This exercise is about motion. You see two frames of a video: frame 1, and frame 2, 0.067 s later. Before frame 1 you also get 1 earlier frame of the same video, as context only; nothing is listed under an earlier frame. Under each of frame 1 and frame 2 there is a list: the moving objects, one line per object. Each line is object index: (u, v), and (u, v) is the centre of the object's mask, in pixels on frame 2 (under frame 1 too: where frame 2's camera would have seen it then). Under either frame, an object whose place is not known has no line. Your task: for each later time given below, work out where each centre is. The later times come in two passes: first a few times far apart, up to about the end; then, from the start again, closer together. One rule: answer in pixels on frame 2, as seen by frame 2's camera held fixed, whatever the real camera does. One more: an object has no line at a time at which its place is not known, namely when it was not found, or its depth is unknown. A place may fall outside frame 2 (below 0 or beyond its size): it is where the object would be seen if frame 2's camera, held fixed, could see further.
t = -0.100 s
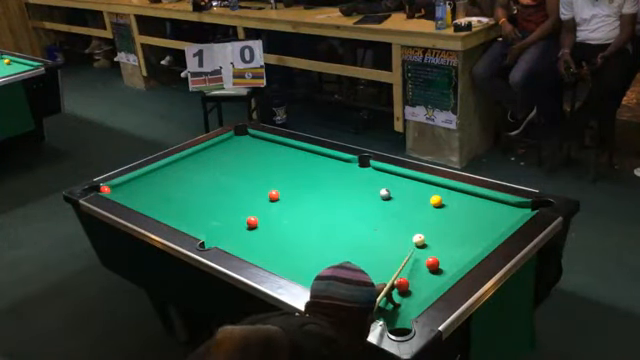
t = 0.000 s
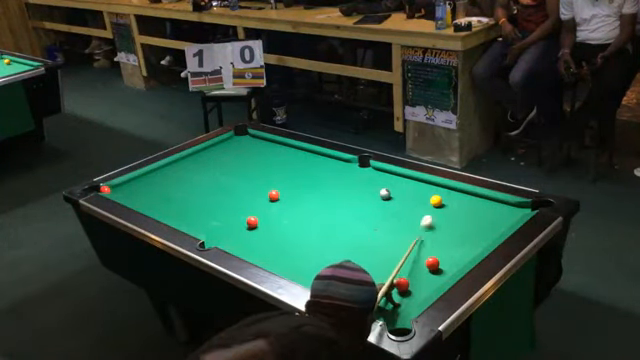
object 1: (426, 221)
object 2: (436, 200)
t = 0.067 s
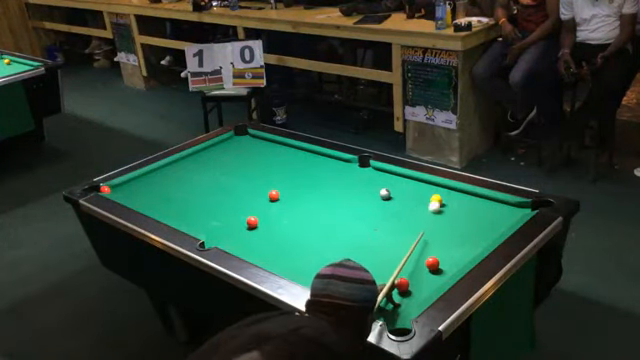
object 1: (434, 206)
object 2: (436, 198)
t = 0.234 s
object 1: (439, 209)
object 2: (421, 192)
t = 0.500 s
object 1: (447, 215)
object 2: (363, 211)
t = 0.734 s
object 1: (453, 219)
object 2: (310, 228)
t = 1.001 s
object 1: (459, 224)
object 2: (247, 248)
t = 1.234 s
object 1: (464, 227)
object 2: (264, 233)
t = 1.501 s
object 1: (470, 231)
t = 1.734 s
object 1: (473, 234)
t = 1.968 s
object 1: (476, 235)
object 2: (312, 189)
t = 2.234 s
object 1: (479, 237)
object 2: (325, 177)
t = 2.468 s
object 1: (480, 239)
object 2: (335, 167)
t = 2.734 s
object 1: (480, 239)
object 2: (338, 163)
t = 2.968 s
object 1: (480, 239)
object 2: (329, 169)
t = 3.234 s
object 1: (480, 239)
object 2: (318, 175)
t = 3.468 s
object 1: (480, 240)
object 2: (309, 181)
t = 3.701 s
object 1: (480, 239)
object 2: (301, 186)
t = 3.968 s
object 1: (480, 239)
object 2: (291, 192)
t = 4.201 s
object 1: (480, 239)
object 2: (283, 196)
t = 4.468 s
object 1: (480, 240)
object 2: (277, 202)
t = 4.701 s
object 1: (480, 239)
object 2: (272, 206)
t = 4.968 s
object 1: (480, 240)
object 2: (267, 211)
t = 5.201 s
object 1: (479, 240)
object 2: (263, 214)
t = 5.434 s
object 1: (480, 240)
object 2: (260, 217)
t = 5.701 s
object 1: (480, 240)
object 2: (260, 217)
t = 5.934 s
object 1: (479, 240)
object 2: (260, 218)
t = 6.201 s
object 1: (480, 240)
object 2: (260, 217)
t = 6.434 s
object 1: (480, 240)
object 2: (260, 217)
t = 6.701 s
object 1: (480, 240)
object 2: (260, 217)
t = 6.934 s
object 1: (480, 239)
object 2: (260, 217)
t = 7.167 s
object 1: (480, 239)
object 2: (260, 217)
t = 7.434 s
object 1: (480, 240)
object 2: (260, 217)
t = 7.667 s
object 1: (480, 240)
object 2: (260, 217)
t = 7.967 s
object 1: (480, 240)
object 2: (260, 217)
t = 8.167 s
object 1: (480, 240)
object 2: (260, 217)
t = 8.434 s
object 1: (480, 240)
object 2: (260, 217)
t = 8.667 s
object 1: (480, 240)
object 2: (260, 217)
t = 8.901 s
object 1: (480, 240)
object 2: (260, 217)
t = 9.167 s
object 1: (480, 240)
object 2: (260, 217)
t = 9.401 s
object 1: (480, 240)
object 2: (260, 217)
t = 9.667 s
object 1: (480, 240)
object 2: (260, 217)
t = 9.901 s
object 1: (480, 240)
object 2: (260, 217)
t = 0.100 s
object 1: (435, 207)
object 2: (438, 194)
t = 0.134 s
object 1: (436, 207)
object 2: (439, 188)
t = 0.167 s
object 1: (437, 208)
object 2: (436, 187)
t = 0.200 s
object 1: (438, 208)
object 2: (427, 189)
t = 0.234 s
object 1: (439, 209)
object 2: (421, 192)
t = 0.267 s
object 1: (440, 210)
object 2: (413, 194)
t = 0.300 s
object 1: (441, 211)
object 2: (406, 196)
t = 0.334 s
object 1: (442, 211)
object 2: (399, 199)
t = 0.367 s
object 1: (443, 212)
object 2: (392, 201)
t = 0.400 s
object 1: (444, 213)
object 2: (385, 203)
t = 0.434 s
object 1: (445, 213)
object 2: (378, 206)
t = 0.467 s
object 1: (446, 214)
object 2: (370, 209)
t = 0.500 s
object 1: (447, 215)
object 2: (363, 211)
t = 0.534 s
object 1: (448, 215)
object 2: (355, 214)
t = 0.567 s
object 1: (448, 216)
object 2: (348, 216)
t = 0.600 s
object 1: (449, 217)
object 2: (340, 218)
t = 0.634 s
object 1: (450, 217)
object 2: (333, 221)
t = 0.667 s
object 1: (451, 218)
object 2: (326, 224)
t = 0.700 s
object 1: (452, 219)
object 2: (318, 226)
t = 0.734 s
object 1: (453, 219)
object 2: (310, 228)
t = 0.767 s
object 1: (454, 219)
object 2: (302, 231)
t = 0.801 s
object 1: (454, 220)
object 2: (294, 233)
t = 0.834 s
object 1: (455, 221)
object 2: (286, 236)
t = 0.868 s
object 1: (456, 222)
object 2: (279, 239)
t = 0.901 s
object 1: (457, 222)
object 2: (271, 242)
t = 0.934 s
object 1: (458, 223)
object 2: (262, 244)
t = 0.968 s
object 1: (459, 223)
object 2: (255, 247)
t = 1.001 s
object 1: (459, 224)
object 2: (247, 248)
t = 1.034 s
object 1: (460, 224)
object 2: (248, 247)
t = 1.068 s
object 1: (461, 225)
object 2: (251, 245)
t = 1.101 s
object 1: (462, 225)
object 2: (254, 242)
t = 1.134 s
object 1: (462, 226)
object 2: (257, 240)
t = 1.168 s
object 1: (463, 226)
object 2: (259, 237)
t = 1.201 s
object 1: (464, 227)
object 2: (262, 235)
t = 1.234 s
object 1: (464, 227)
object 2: (264, 233)
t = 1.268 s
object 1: (465, 228)
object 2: (267, 230)
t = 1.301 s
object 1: (466, 228)
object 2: (269, 228)
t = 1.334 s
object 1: (466, 229)
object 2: (271, 225)
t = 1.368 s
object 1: (467, 229)
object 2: (273, 222)
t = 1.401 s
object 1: (468, 230)
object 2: (274, 219)
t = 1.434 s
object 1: (468, 230)
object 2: (275, 216)
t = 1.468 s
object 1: (469, 230)
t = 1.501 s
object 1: (470, 231)
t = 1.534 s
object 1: (470, 231)
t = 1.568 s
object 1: (470, 232)
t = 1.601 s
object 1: (471, 232)
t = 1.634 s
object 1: (472, 232)
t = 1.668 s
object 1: (472, 233)
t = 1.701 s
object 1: (473, 233)
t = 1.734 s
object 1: (473, 234)
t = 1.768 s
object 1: (474, 234)
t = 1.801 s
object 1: (474, 234)
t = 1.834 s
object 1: (475, 234)
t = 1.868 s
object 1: (475, 235)
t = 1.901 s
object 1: (476, 235)
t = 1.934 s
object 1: (476, 235)
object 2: (312, 190)
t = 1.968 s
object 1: (476, 235)
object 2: (312, 189)
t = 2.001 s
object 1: (477, 236)
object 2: (313, 188)
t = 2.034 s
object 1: (477, 236)
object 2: (315, 186)
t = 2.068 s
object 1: (477, 236)
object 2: (316, 185)
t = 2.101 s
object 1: (478, 236)
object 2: (318, 183)
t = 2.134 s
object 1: (478, 237)
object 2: (320, 181)
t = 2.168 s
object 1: (478, 237)
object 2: (321, 180)
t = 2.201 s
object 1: (479, 237)
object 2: (323, 179)
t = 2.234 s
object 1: (479, 237)
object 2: (325, 177)
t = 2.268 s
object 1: (479, 238)
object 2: (326, 176)
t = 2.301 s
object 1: (479, 238)
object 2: (327, 174)
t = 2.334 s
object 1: (479, 238)
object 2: (329, 173)
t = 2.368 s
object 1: (479, 238)
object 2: (331, 171)
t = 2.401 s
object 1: (479, 239)
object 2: (332, 170)
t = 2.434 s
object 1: (479, 239)
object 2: (334, 169)
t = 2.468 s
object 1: (480, 239)
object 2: (335, 167)
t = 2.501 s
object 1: (480, 239)
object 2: (337, 166)
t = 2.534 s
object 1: (480, 239)
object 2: (338, 165)
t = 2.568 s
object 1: (480, 239)
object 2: (340, 163)
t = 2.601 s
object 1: (480, 239)
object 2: (341, 162)
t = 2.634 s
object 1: (480, 239)
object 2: (342, 161)
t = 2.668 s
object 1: (480, 239)
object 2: (341, 162)
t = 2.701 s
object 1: (480, 239)
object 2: (340, 162)
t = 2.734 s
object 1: (480, 239)
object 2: (338, 163)
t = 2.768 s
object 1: (480, 239)
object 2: (337, 164)
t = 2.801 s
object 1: (480, 240)
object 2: (336, 165)
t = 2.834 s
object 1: (480, 239)
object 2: (334, 165)
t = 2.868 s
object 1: (480, 239)
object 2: (333, 166)
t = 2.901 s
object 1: (480, 239)
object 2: (332, 167)
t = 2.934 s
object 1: (480, 239)
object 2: (330, 168)
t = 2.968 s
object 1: (480, 239)
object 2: (329, 169)
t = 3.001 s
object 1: (480, 239)
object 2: (328, 170)
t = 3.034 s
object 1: (480, 239)
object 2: (326, 170)
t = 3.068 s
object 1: (480, 239)
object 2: (325, 171)
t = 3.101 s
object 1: (480, 240)
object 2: (324, 172)
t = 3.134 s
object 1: (480, 239)
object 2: (322, 173)
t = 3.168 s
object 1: (480, 239)
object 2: (321, 174)
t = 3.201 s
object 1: (480, 239)
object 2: (320, 174)
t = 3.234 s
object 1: (480, 239)
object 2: (318, 175)
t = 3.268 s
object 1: (480, 240)
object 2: (317, 176)
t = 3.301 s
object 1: (480, 239)
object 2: (316, 177)
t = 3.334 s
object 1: (480, 240)
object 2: (314, 178)
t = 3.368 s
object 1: (480, 239)
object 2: (313, 178)
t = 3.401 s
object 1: (480, 239)
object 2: (312, 179)
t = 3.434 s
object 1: (480, 239)
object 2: (310, 180)
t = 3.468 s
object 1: (480, 240)
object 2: (309, 181)
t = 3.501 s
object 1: (480, 240)
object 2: (308, 182)
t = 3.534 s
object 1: (480, 240)
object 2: (306, 182)
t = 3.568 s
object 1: (480, 240)
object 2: (305, 183)
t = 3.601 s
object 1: (480, 240)
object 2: (304, 183)
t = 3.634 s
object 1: (480, 239)
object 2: (303, 185)
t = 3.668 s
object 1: (480, 239)
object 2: (302, 185)
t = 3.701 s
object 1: (480, 239)
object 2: (301, 186)
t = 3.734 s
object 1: (480, 239)
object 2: (299, 186)
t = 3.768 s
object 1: (480, 239)
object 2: (298, 187)
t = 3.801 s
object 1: (480, 240)
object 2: (297, 188)
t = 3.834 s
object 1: (480, 239)
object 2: (296, 189)
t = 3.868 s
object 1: (480, 240)
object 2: (295, 190)
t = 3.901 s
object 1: (480, 240)
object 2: (293, 190)
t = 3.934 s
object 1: (480, 239)
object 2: (292, 191)
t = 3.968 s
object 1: (480, 239)
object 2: (291, 192)
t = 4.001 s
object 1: (480, 240)
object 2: (290, 192)
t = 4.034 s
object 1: (479, 240)
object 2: (289, 193)
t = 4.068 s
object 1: (480, 240)
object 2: (287, 194)
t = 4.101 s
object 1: (480, 240)
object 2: (286, 194)
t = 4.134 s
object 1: (480, 240)
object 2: (285, 195)
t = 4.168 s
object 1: (480, 240)
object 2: (284, 195)
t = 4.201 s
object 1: (480, 239)
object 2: (283, 196)
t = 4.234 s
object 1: (480, 239)
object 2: (282, 197)
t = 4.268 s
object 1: (480, 240)
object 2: (281, 198)
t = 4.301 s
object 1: (480, 240)
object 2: (281, 199)
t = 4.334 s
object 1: (480, 240)
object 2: (280, 199)
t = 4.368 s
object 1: (480, 240)
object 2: (279, 200)
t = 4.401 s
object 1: (480, 239)
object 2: (279, 200)
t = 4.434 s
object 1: (480, 240)
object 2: (278, 201)
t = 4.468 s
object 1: (480, 240)
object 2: (277, 202)
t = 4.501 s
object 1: (480, 240)
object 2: (277, 202)
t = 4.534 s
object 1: (480, 239)
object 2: (276, 203)
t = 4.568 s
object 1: (480, 240)
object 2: (275, 204)
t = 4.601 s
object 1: (480, 240)
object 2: (274, 204)
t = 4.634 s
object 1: (480, 239)
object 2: (274, 205)
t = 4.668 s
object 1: (480, 240)
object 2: (273, 206)
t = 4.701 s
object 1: (480, 239)
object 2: (272, 206)
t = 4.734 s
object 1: (480, 240)
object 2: (272, 207)
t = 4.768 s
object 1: (480, 240)
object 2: (271, 207)
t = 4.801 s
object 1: (479, 240)
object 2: (270, 208)
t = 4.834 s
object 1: (479, 240)
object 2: (270, 208)
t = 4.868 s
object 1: (479, 240)
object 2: (269, 209)
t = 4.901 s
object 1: (479, 240)
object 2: (268, 209)
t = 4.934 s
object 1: (479, 240)
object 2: (268, 210)
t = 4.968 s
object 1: (480, 240)
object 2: (267, 211)
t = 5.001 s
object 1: (480, 240)
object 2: (266, 211)
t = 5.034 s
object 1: (480, 239)
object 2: (266, 212)
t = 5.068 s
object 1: (480, 239)
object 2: (266, 212)
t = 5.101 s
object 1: (480, 240)
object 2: (265, 213)
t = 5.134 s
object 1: (480, 240)
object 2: (264, 213)
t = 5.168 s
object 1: (480, 240)
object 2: (263, 214)
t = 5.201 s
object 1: (479, 240)
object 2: (263, 214)
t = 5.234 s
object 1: (480, 240)
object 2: (262, 215)
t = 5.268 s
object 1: (480, 240)
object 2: (262, 215)
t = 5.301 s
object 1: (479, 240)
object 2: (262, 216)
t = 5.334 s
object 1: (479, 240)
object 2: (261, 216)
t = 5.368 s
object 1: (479, 240)
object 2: (261, 216)
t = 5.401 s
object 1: (480, 240)
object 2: (260, 216)
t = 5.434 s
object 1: (480, 240)
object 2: (260, 217)
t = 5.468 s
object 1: (480, 240)
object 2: (260, 217)
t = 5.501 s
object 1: (480, 240)
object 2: (260, 217)
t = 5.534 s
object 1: (480, 240)
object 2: (260, 217)
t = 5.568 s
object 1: (479, 240)
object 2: (260, 217)
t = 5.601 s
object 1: (479, 240)
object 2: (260, 217)
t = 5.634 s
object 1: (479, 240)
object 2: (259, 217)
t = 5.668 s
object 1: (479, 240)
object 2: (259, 217)
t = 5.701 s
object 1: (480, 240)
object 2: (260, 217)
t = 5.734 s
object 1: (480, 240)
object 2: (260, 217)
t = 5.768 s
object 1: (480, 240)
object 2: (259, 217)
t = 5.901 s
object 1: (479, 240)
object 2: (260, 218)
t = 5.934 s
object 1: (479, 240)
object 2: (260, 218)
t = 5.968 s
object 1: (479, 240)
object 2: (260, 218)
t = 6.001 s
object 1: (480, 240)
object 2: (260, 218)
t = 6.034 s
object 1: (479, 240)
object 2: (260, 218)
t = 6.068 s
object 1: (479, 240)
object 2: (260, 218)
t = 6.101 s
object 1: (480, 240)
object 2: (260, 218)
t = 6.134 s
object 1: (480, 240)
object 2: (260, 217)
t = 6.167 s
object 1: (480, 240)
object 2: (260, 217)
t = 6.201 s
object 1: (480, 240)
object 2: (260, 217)
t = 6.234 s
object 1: (480, 240)
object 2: (260, 217)
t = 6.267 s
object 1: (480, 240)
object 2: (260, 217)
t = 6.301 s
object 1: (480, 240)
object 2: (260, 217)
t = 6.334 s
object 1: (480, 240)
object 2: (260, 217)
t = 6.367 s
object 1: (480, 240)
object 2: (260, 217)
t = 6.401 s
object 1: (480, 240)
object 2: (260, 217)
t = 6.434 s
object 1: (480, 240)
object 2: (260, 217)
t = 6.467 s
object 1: (480, 240)
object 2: (260, 217)
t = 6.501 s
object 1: (480, 240)
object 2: (260, 217)
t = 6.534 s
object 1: (480, 240)
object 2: (260, 217)
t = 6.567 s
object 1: (480, 240)
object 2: (260, 217)
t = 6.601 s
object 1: (480, 240)
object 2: (260, 217)
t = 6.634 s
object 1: (480, 240)
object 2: (260, 217)
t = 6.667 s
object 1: (480, 240)
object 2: (260, 217)
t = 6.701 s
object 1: (480, 240)
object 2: (260, 217)
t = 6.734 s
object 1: (480, 240)
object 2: (260, 217)
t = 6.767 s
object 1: (480, 240)
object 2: (260, 217)
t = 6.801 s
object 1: (480, 240)
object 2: (260, 217)
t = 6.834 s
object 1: (480, 240)
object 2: (260, 217)
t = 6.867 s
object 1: (480, 240)
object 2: (260, 217)
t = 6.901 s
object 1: (480, 239)
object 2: (260, 217)
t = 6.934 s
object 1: (480, 239)
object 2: (260, 217)
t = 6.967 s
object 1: (480, 240)
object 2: (260, 217)
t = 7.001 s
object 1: (480, 239)
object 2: (260, 217)
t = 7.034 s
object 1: (480, 239)
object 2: (260, 217)
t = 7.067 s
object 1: (480, 239)
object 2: (260, 217)
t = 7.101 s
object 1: (480, 239)
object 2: (260, 217)
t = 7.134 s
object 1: (480, 240)
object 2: (260, 217)
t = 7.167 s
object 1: (480, 239)
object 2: (260, 217)
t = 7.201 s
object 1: (480, 239)
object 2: (260, 217)
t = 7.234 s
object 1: (480, 240)
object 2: (260, 217)
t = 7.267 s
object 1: (480, 240)
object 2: (260, 217)
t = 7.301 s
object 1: (480, 240)
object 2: (260, 217)
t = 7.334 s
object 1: (480, 240)
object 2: (260, 217)
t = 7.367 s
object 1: (480, 240)
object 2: (260, 217)
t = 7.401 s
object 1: (480, 240)
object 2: (260, 217)
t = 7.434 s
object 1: (480, 240)
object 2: (260, 217)
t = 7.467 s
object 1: (480, 240)
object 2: (260, 217)
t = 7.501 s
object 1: (480, 240)
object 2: (260, 217)
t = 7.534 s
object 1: (480, 240)
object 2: (260, 217)
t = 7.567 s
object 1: (480, 240)
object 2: (260, 217)
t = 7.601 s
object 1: (480, 240)
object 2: (260, 217)
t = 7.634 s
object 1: (480, 240)
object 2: (260, 217)
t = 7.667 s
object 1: (480, 240)
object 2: (260, 217)
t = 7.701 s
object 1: (480, 240)
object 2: (260, 217)
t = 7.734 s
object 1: (480, 240)
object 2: (260, 217)
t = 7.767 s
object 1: (480, 240)
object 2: (260, 217)
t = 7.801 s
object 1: (480, 240)
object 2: (260, 217)
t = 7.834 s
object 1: (480, 240)
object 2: (260, 217)
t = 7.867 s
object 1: (480, 240)
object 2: (260, 217)
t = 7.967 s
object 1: (480, 240)
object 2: (260, 217)
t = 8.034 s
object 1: (480, 240)
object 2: (260, 217)
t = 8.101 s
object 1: (480, 240)
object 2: (260, 217)
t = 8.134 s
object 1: (480, 240)
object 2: (260, 217)
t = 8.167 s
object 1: (480, 240)
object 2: (260, 217)
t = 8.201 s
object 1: (480, 240)
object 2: (260, 217)
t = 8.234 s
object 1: (480, 240)
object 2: (260, 217)
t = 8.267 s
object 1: (480, 240)
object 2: (260, 217)
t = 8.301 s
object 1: (480, 240)
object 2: (260, 217)
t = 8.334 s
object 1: (480, 240)
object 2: (260, 217)
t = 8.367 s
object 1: (480, 240)
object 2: (260, 217)
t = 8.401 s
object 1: (480, 240)
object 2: (260, 217)
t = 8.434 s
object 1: (480, 240)
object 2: (260, 217)
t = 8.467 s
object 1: (480, 240)
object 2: (260, 217)
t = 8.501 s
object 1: (480, 240)
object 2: (260, 217)
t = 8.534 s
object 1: (480, 240)
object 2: (260, 217)
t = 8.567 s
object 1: (480, 240)
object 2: (260, 217)
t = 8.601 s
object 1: (480, 240)
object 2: (260, 217)
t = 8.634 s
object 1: (480, 240)
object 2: (260, 217)
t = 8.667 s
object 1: (480, 240)
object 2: (260, 217)
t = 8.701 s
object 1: (480, 240)
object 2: (260, 217)
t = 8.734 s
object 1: (480, 240)
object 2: (260, 217)
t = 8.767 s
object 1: (480, 240)
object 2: (260, 217)
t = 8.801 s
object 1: (480, 240)
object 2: (260, 217)
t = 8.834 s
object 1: (480, 240)
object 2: (260, 217)
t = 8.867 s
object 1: (480, 240)
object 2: (260, 217)
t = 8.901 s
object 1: (480, 240)
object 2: (260, 217)
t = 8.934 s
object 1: (480, 240)
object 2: (260, 217)
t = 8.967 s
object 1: (480, 240)
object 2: (260, 217)
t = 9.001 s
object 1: (480, 240)
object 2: (260, 217)
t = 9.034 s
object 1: (480, 240)
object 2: (260, 217)
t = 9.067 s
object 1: (480, 240)
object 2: (260, 217)
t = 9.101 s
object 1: (480, 240)
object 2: (260, 217)
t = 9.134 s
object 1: (480, 240)
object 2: (260, 217)
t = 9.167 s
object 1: (480, 240)
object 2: (260, 217)
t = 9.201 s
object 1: (480, 240)
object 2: (260, 217)
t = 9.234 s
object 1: (480, 240)
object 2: (260, 217)
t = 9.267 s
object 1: (480, 240)
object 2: (260, 217)
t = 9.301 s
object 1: (480, 240)
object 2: (260, 217)
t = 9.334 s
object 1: (480, 240)
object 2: (260, 217)
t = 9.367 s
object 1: (480, 240)
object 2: (260, 217)
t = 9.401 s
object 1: (480, 240)
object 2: (260, 217)
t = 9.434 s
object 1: (480, 240)
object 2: (260, 217)
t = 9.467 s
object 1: (480, 240)
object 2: (260, 217)
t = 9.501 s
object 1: (480, 240)
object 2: (260, 217)
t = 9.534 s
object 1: (480, 240)
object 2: (260, 217)
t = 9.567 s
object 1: (480, 240)
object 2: (260, 217)
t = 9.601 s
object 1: (480, 240)
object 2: (260, 217)
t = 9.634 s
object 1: (480, 240)
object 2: (260, 217)
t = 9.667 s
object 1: (480, 240)
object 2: (260, 217)
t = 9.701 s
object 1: (480, 240)
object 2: (260, 217)
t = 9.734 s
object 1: (480, 240)
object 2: (260, 217)
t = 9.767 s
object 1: (480, 240)
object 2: (260, 217)
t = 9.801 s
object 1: (480, 240)
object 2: (260, 217)
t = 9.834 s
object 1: (480, 240)
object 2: (260, 217)
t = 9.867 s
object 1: (480, 240)
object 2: (260, 217)
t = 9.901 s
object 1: (480, 240)
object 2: (260, 217)
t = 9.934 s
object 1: (480, 240)
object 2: (260, 217)
